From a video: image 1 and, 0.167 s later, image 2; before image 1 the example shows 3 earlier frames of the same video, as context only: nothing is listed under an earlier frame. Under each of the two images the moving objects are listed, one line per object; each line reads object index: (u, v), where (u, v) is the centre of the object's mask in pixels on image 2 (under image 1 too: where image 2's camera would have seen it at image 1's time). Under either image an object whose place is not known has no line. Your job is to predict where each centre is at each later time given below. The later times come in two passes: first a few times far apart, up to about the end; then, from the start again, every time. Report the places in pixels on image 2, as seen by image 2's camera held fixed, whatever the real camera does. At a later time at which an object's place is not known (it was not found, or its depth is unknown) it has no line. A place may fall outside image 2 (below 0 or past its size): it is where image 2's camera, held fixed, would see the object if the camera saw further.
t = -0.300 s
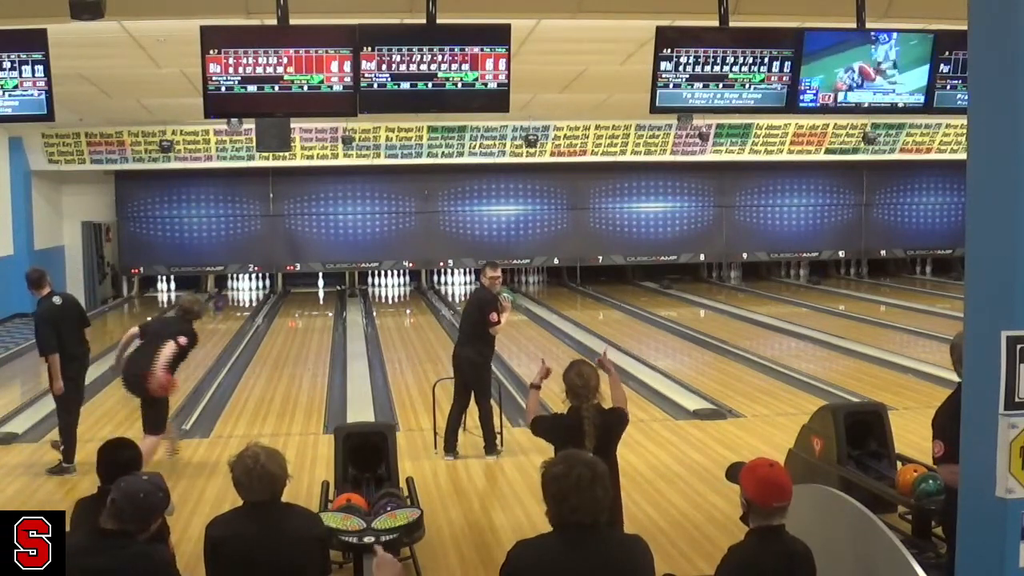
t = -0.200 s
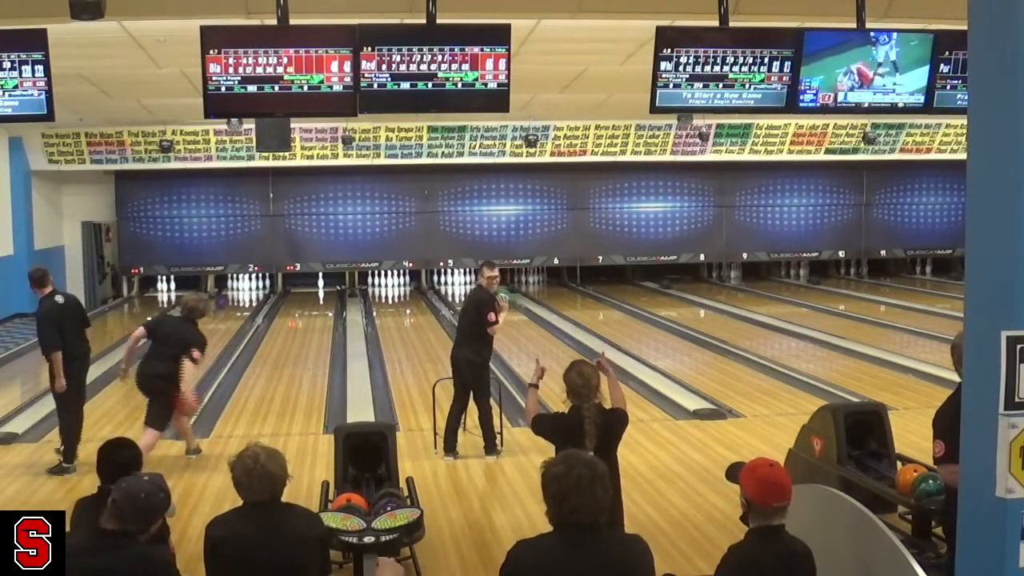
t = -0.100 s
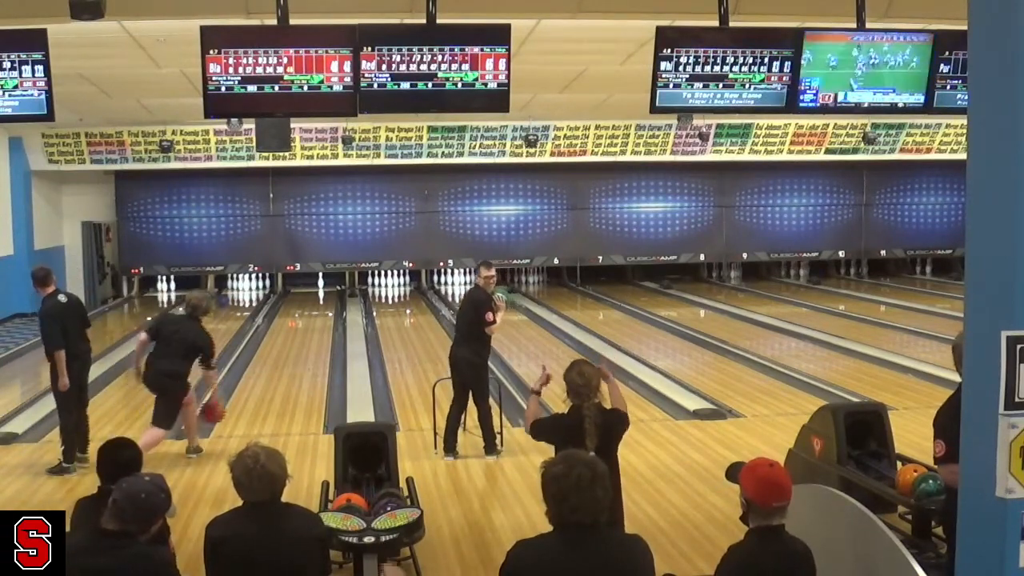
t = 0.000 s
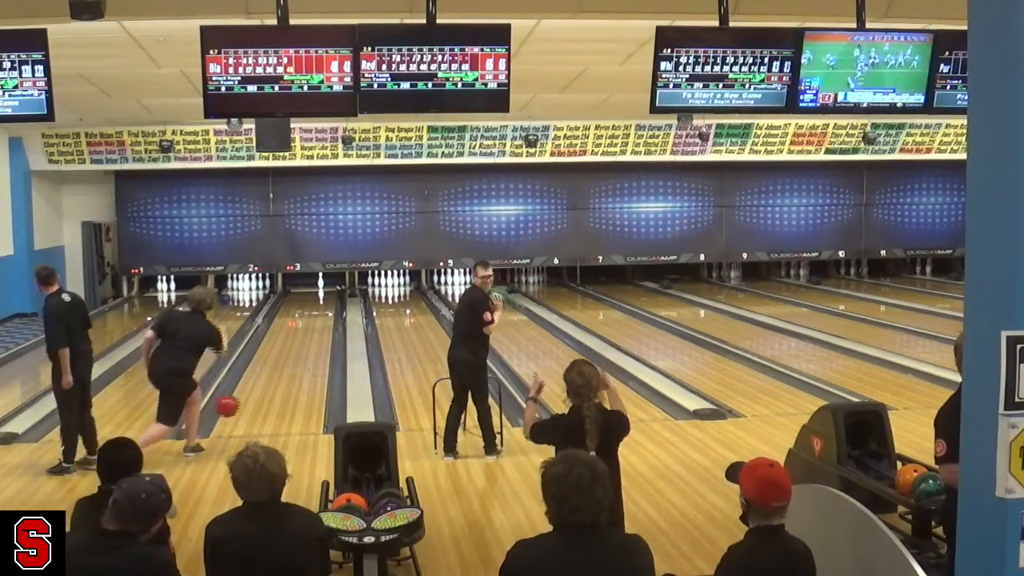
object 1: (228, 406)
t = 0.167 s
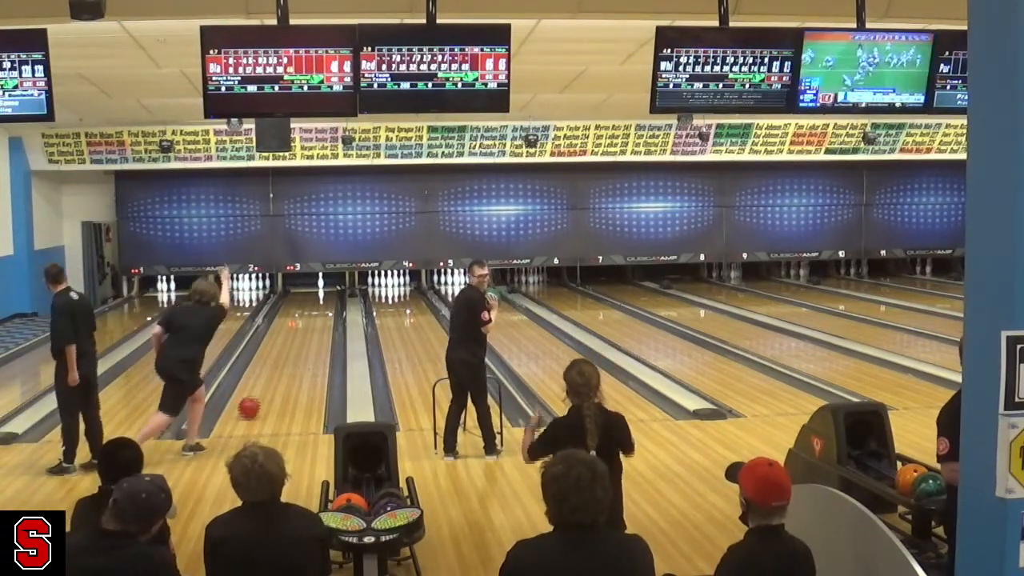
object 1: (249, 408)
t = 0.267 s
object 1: (259, 397)
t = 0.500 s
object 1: (279, 375)
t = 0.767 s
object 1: (297, 355)
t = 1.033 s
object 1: (311, 340)
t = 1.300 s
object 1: (321, 327)
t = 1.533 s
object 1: (328, 317)
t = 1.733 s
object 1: (332, 312)
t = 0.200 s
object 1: (252, 404)
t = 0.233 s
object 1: (256, 400)
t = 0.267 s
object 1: (259, 397)
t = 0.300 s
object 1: (262, 394)
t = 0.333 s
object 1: (265, 391)
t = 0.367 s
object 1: (268, 388)
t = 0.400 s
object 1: (271, 384)
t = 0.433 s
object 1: (274, 381)
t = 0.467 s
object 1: (277, 378)
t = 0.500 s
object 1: (279, 375)
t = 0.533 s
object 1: (282, 373)
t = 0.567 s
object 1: (284, 370)
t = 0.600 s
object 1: (286, 367)
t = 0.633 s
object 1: (289, 365)
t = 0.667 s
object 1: (291, 362)
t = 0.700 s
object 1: (293, 360)
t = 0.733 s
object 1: (295, 358)
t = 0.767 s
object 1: (297, 355)
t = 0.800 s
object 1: (299, 353)
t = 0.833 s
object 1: (301, 351)
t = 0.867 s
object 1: (302, 349)
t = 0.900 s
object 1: (304, 347)
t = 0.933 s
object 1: (306, 345)
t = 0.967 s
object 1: (308, 343)
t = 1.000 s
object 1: (309, 341)
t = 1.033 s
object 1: (311, 340)
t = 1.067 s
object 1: (312, 338)
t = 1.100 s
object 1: (314, 336)
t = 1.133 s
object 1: (315, 335)
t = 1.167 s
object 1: (316, 333)
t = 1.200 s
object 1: (318, 332)
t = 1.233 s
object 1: (319, 330)
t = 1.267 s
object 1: (320, 328)
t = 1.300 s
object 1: (321, 327)
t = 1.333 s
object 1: (322, 325)
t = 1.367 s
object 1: (324, 324)
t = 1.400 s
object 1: (325, 322)
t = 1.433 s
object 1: (325, 321)
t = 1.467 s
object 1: (327, 320)
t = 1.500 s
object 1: (327, 319)
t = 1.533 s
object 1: (328, 317)
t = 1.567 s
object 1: (329, 316)
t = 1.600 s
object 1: (329, 315)
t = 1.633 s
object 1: (330, 314)
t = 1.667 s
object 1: (331, 313)
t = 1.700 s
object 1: (332, 312)
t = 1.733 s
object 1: (332, 312)
